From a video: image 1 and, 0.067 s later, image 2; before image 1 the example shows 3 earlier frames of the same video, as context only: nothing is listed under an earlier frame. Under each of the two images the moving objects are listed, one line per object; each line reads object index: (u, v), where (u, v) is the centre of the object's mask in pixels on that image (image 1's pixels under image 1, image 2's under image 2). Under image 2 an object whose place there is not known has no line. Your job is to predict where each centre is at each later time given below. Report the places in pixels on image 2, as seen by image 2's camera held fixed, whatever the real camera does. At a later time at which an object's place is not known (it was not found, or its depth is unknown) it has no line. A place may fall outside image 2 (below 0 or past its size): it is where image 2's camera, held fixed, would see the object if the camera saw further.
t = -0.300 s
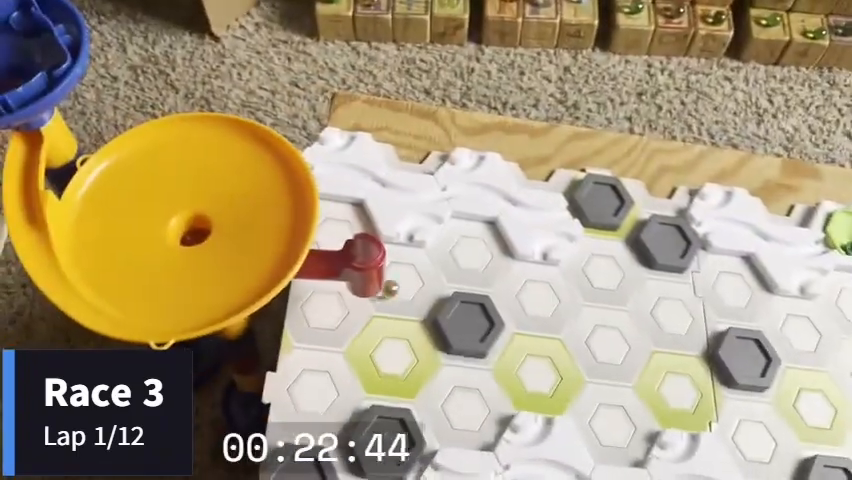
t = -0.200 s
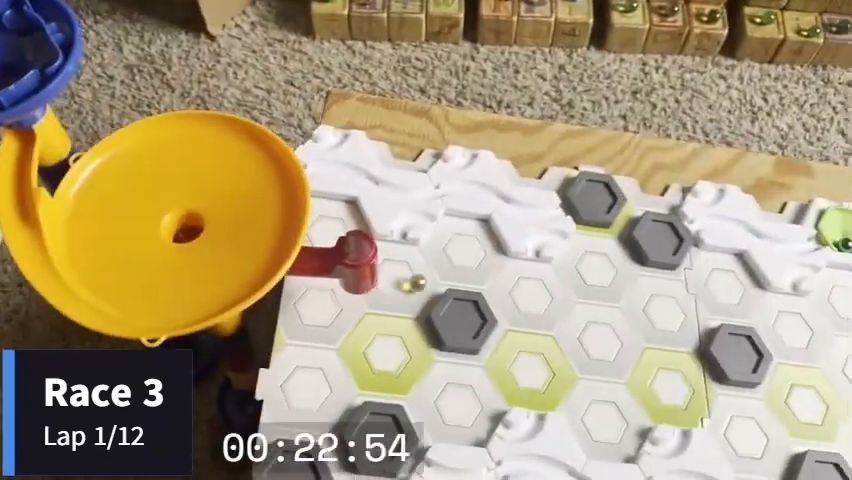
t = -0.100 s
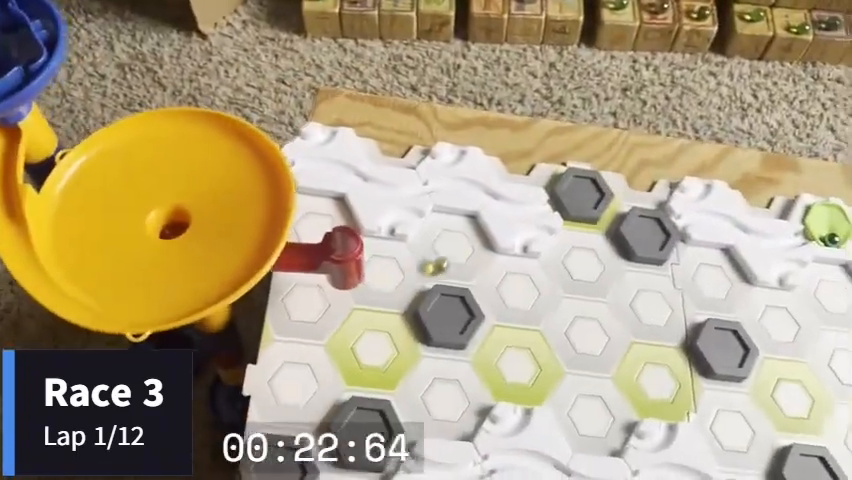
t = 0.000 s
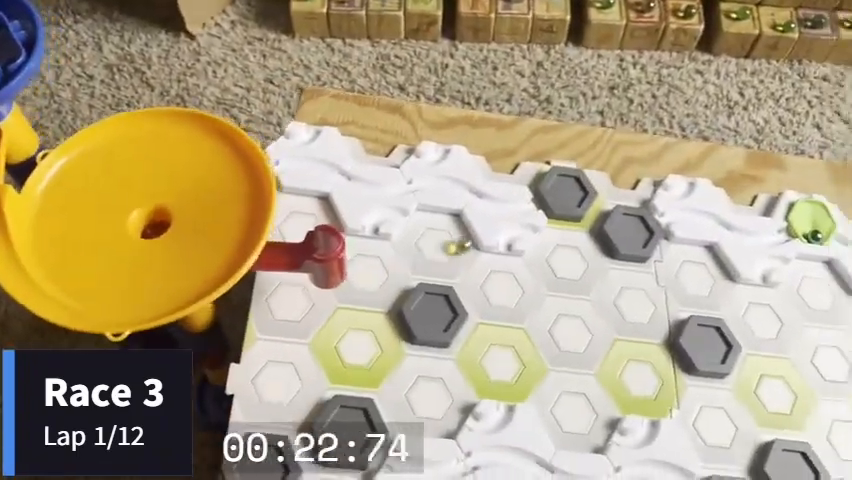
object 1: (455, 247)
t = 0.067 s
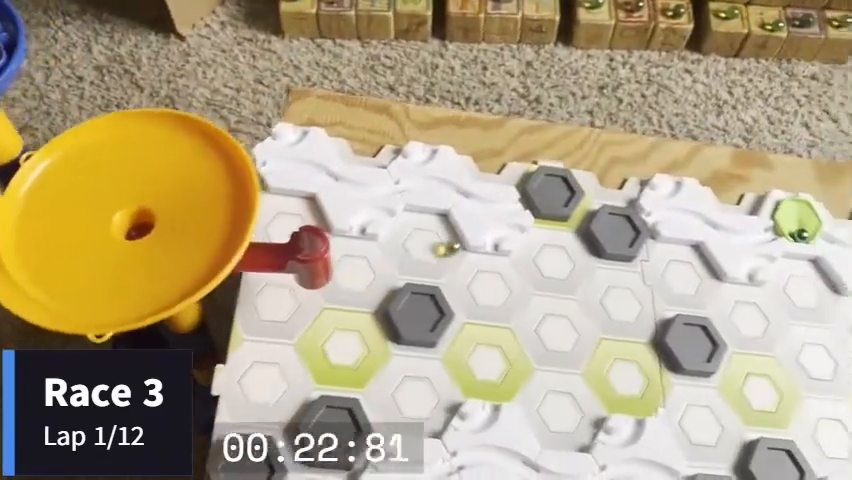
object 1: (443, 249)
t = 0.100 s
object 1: (445, 252)
